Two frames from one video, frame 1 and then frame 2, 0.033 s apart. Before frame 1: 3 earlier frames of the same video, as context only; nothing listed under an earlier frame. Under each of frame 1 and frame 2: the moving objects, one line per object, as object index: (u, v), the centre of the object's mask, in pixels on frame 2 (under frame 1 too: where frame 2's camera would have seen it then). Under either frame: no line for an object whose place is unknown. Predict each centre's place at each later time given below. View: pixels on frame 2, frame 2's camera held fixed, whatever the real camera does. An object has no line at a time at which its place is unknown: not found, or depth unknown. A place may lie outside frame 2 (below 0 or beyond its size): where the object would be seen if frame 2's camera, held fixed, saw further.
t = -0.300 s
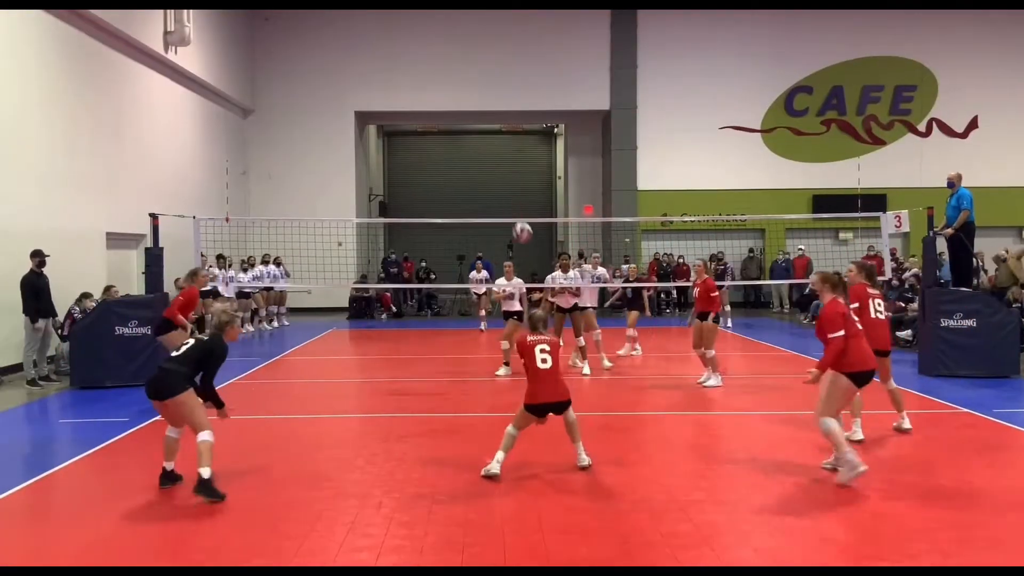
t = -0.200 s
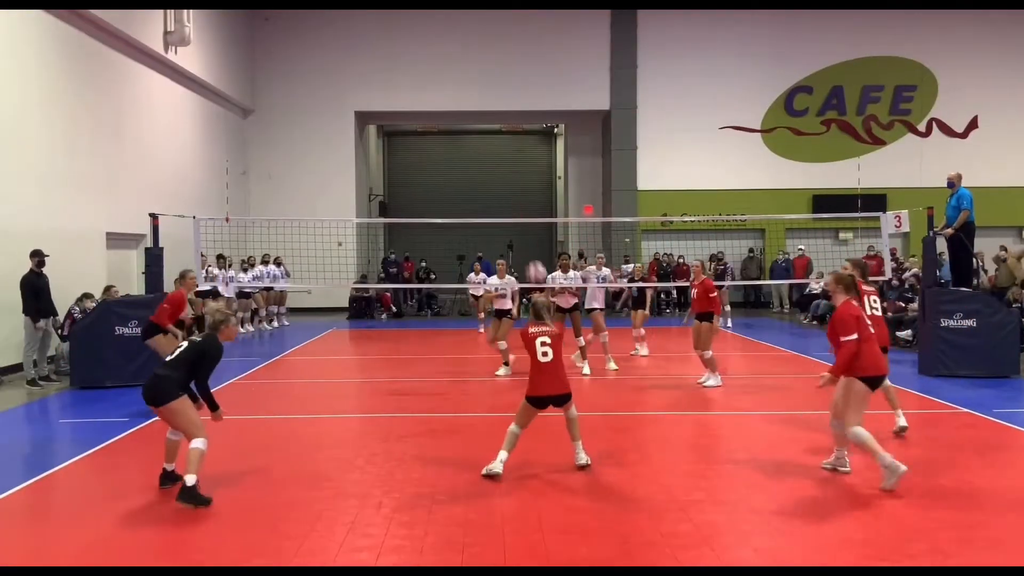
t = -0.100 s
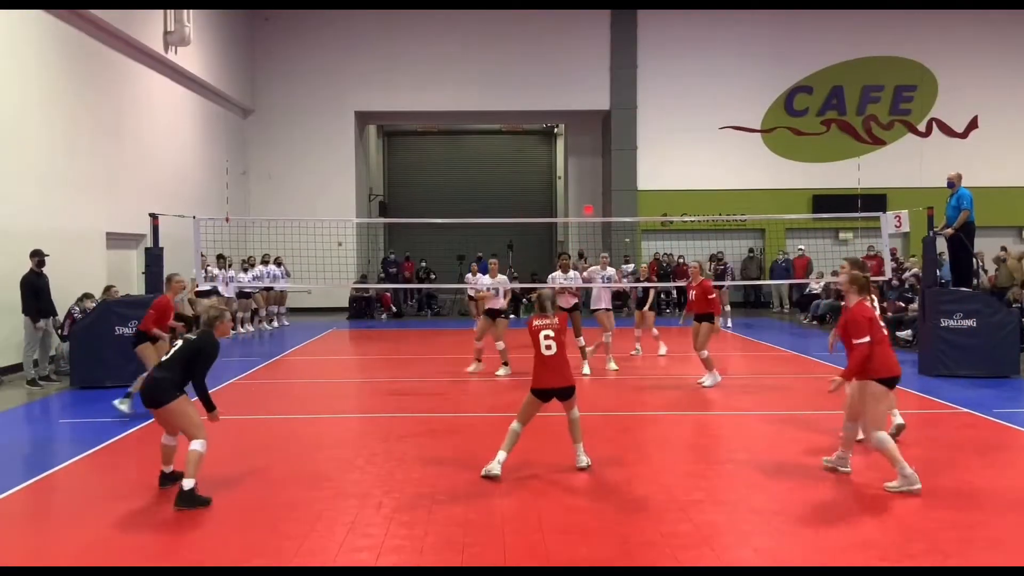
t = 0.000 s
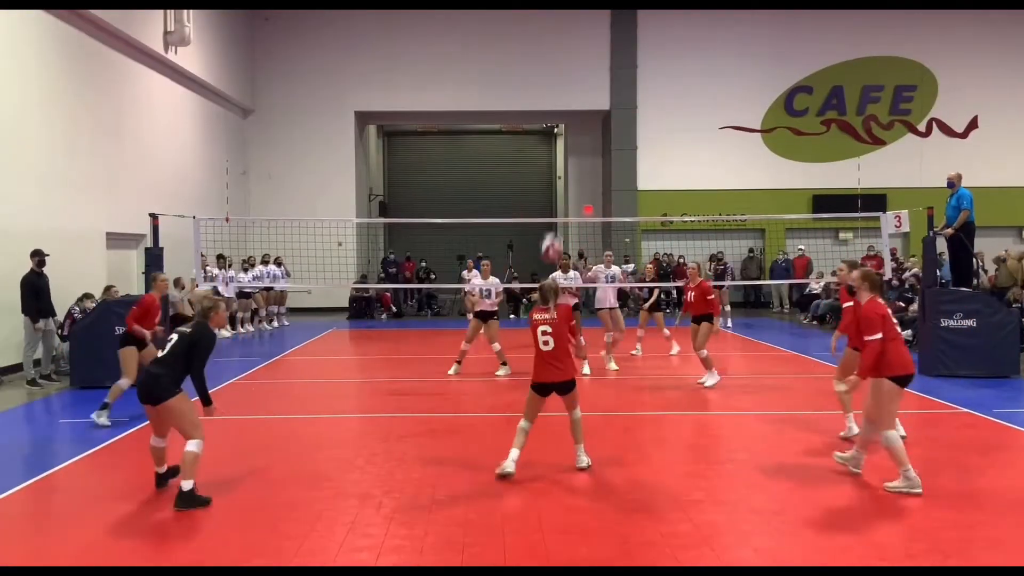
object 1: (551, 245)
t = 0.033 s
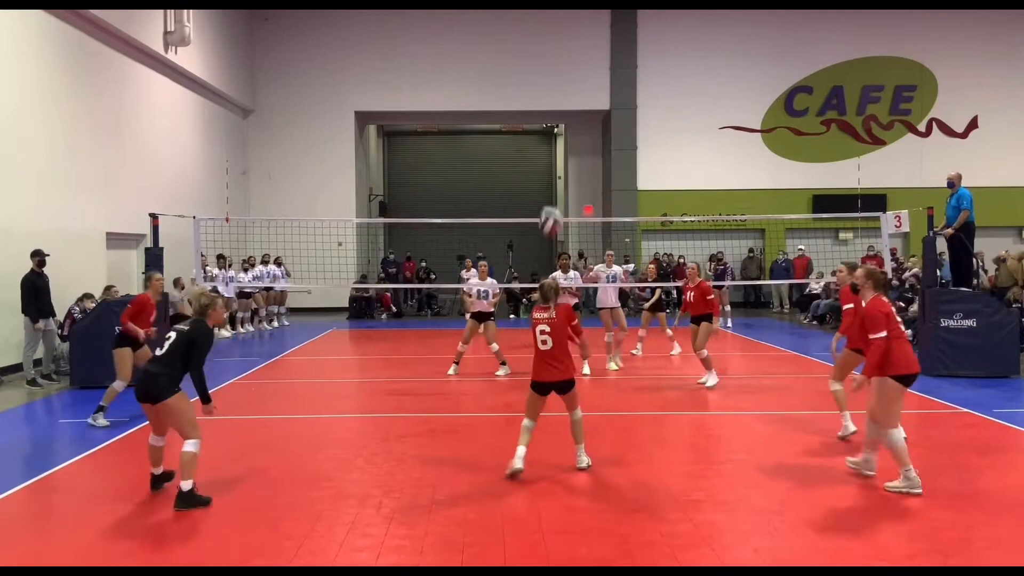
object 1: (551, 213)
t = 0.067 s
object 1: (548, 193)
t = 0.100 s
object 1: (548, 167)
